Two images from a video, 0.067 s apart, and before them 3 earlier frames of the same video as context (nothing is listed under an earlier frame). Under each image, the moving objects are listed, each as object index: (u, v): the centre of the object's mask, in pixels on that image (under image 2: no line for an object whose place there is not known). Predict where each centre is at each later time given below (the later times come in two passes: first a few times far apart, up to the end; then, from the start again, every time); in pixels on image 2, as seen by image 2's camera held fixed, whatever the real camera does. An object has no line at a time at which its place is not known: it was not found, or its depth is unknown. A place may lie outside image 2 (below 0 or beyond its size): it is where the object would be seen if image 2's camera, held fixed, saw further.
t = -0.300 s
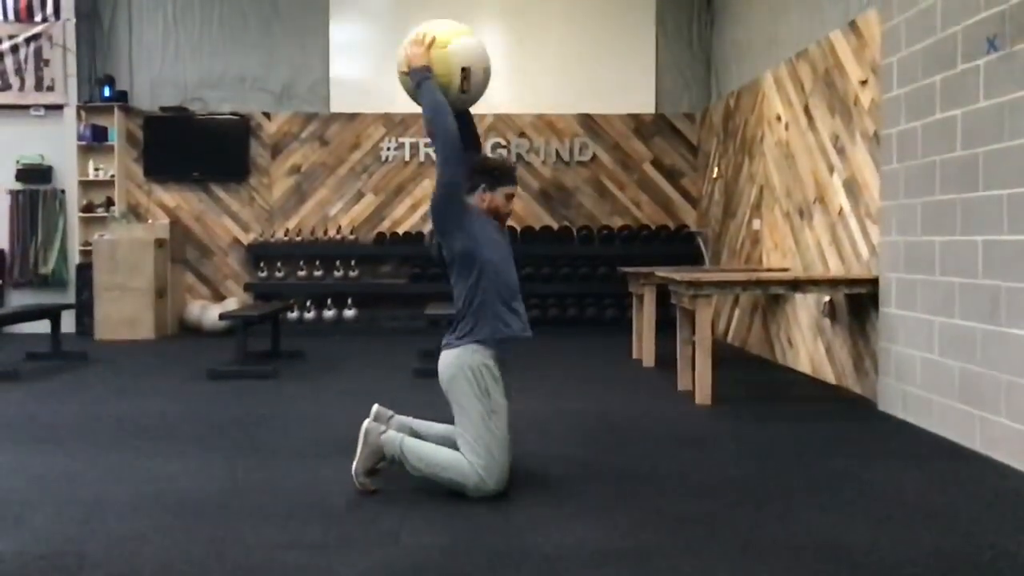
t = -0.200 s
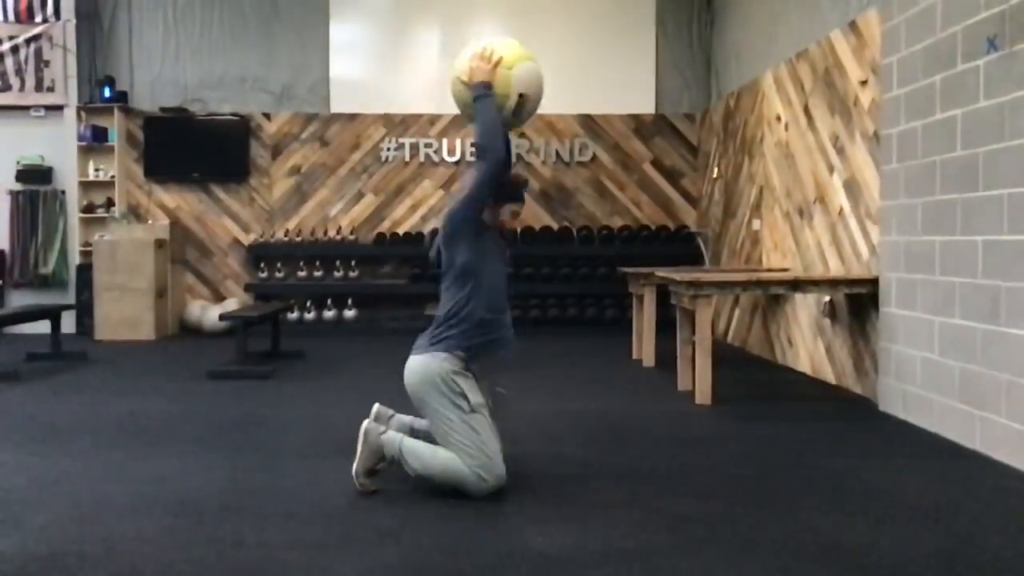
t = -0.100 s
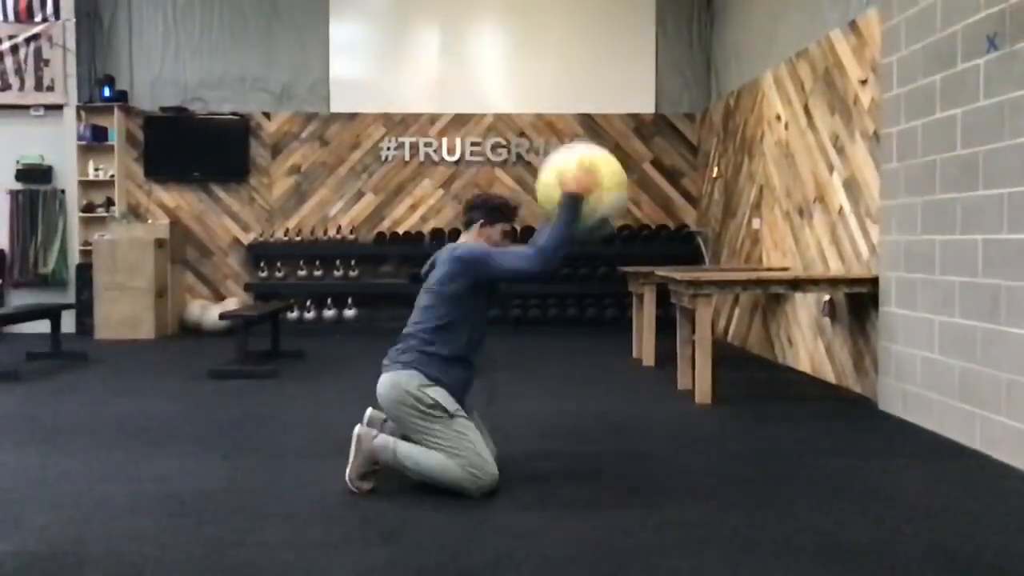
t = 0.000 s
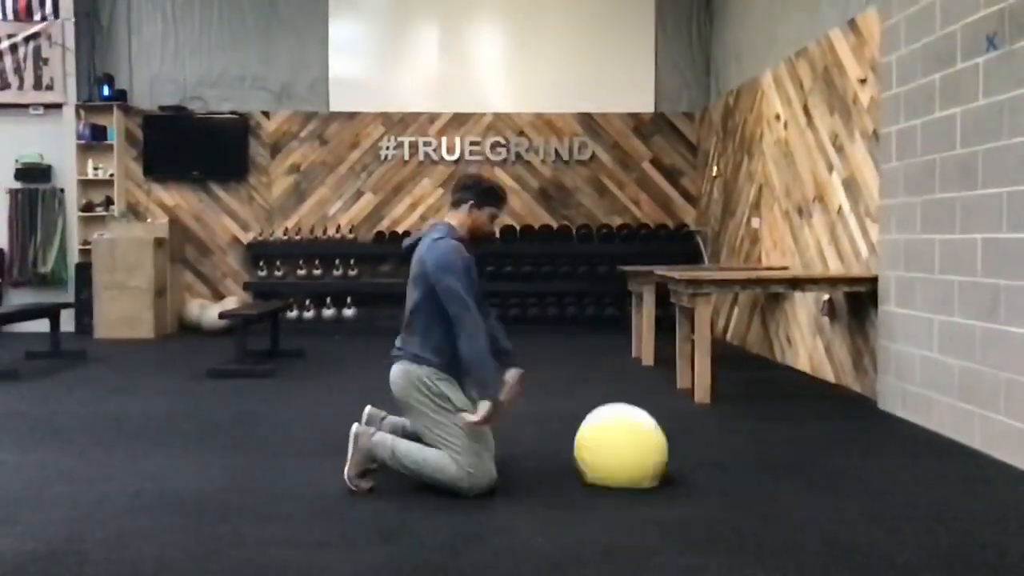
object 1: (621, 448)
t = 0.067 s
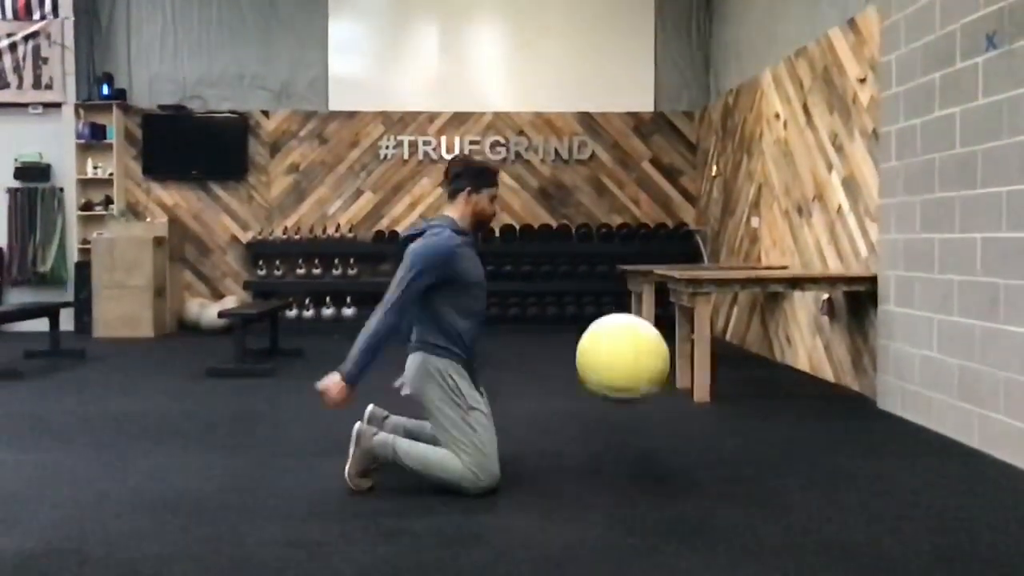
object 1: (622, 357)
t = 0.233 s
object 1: (630, 176)
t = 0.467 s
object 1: (641, 34)
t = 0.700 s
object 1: (654, 26)
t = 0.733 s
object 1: (656, 31)
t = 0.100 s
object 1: (624, 316)
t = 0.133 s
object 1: (625, 279)
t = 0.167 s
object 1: (627, 243)
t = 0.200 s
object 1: (629, 209)
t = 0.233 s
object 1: (630, 176)
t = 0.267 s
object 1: (632, 147)
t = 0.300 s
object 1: (633, 120)
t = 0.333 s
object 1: (635, 96)
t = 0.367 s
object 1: (637, 73)
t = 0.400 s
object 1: (639, 55)
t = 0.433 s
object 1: (641, 42)
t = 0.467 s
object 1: (641, 34)
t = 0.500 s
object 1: (643, 29)
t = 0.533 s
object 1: (644, 25)
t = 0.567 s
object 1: (646, 22)
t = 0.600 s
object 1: (647, 21)
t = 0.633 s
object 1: (649, 22)
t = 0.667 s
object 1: (652, 23)
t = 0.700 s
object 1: (654, 26)
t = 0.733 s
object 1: (656, 31)
